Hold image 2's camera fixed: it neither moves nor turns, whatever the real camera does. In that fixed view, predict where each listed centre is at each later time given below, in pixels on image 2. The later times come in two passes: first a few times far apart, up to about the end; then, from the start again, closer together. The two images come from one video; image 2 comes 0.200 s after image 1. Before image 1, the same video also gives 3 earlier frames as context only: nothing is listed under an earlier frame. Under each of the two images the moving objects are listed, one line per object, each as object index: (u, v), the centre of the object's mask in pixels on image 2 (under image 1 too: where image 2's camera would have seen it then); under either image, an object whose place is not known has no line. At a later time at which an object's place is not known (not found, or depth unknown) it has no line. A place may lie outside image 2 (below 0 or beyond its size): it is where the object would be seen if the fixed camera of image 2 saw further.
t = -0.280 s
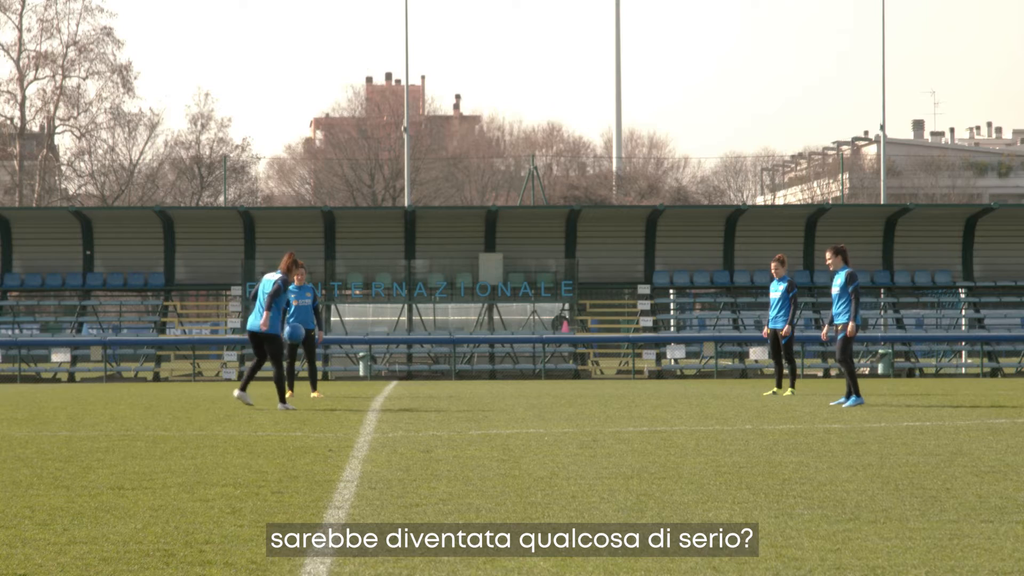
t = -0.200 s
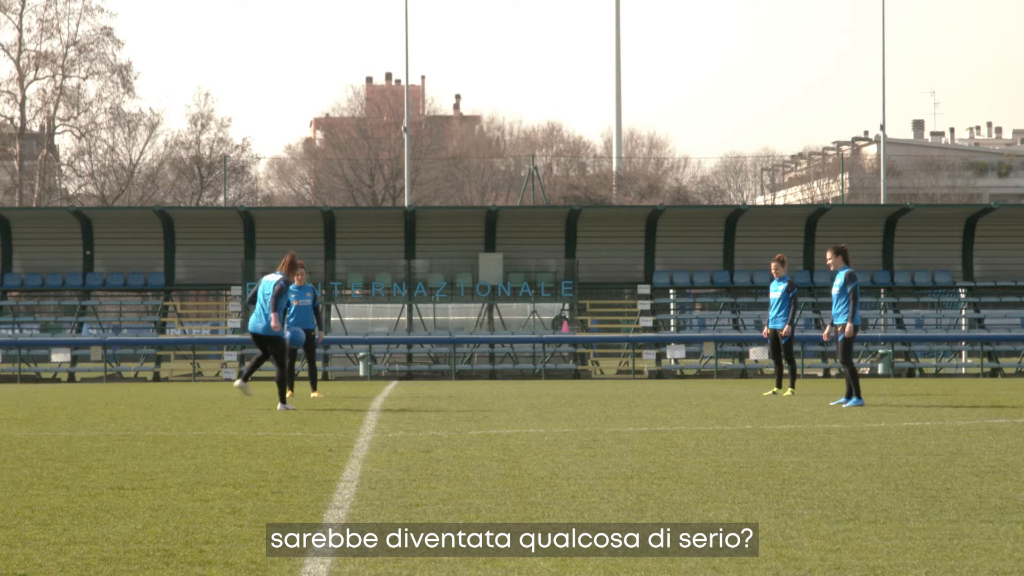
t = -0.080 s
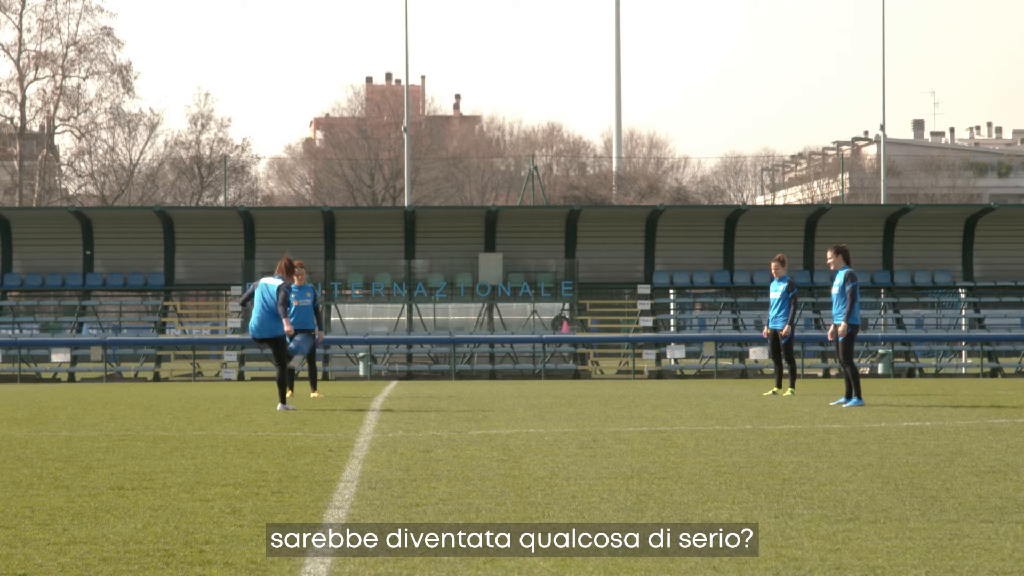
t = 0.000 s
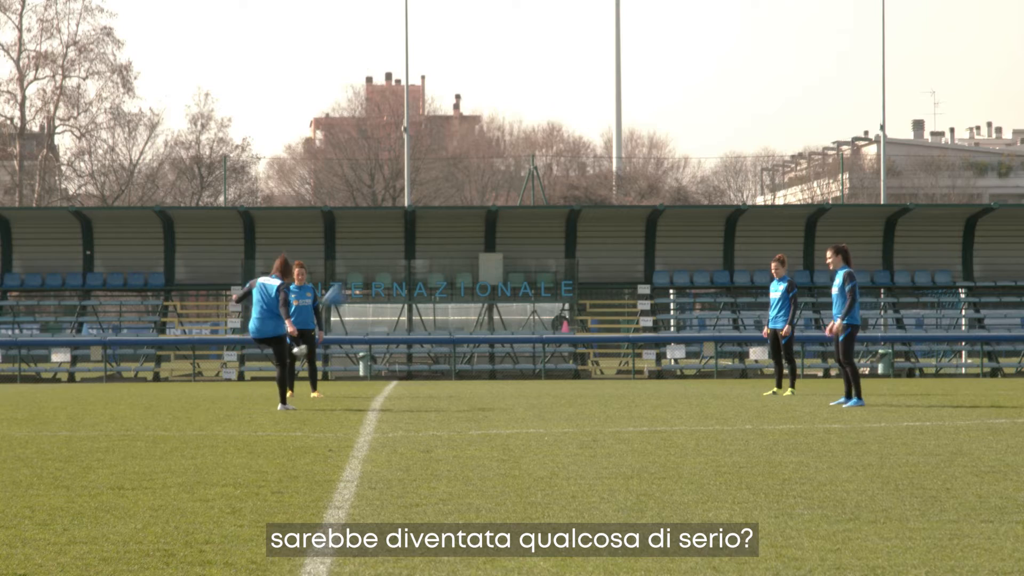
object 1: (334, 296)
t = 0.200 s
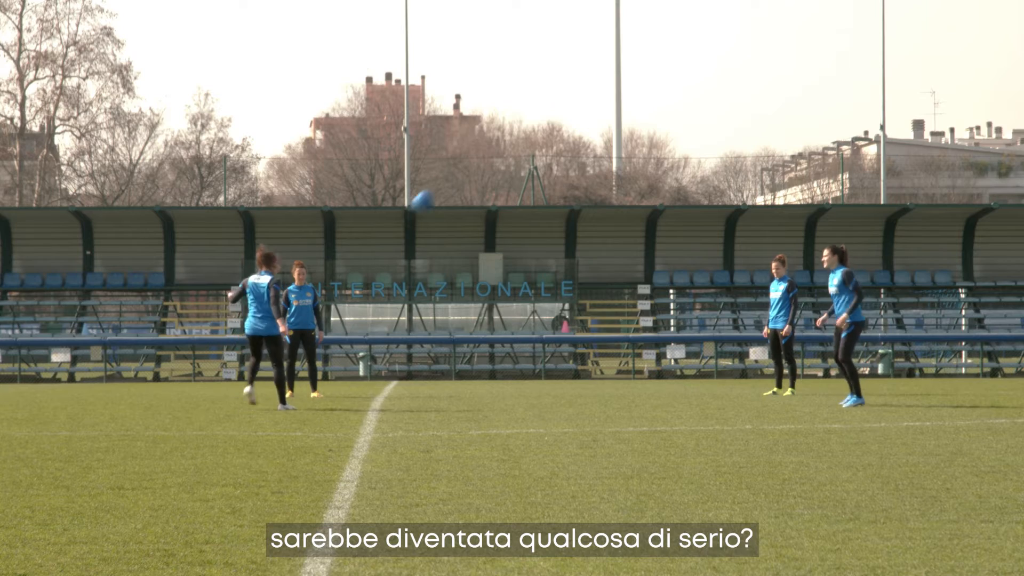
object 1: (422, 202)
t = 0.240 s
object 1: (440, 186)
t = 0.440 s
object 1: (530, 134)
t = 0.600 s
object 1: (601, 119)
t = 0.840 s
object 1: (706, 140)
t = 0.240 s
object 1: (440, 186)
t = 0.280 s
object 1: (458, 173)
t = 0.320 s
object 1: (476, 161)
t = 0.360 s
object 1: (494, 150)
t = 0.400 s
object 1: (512, 142)
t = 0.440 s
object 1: (530, 134)
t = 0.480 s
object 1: (549, 128)
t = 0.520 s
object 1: (567, 124)
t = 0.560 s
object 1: (584, 121)
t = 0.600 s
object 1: (601, 119)
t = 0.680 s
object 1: (637, 120)
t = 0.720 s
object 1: (654, 123)
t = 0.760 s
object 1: (671, 127)
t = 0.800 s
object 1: (689, 133)
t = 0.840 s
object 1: (706, 140)
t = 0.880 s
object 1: (724, 149)
